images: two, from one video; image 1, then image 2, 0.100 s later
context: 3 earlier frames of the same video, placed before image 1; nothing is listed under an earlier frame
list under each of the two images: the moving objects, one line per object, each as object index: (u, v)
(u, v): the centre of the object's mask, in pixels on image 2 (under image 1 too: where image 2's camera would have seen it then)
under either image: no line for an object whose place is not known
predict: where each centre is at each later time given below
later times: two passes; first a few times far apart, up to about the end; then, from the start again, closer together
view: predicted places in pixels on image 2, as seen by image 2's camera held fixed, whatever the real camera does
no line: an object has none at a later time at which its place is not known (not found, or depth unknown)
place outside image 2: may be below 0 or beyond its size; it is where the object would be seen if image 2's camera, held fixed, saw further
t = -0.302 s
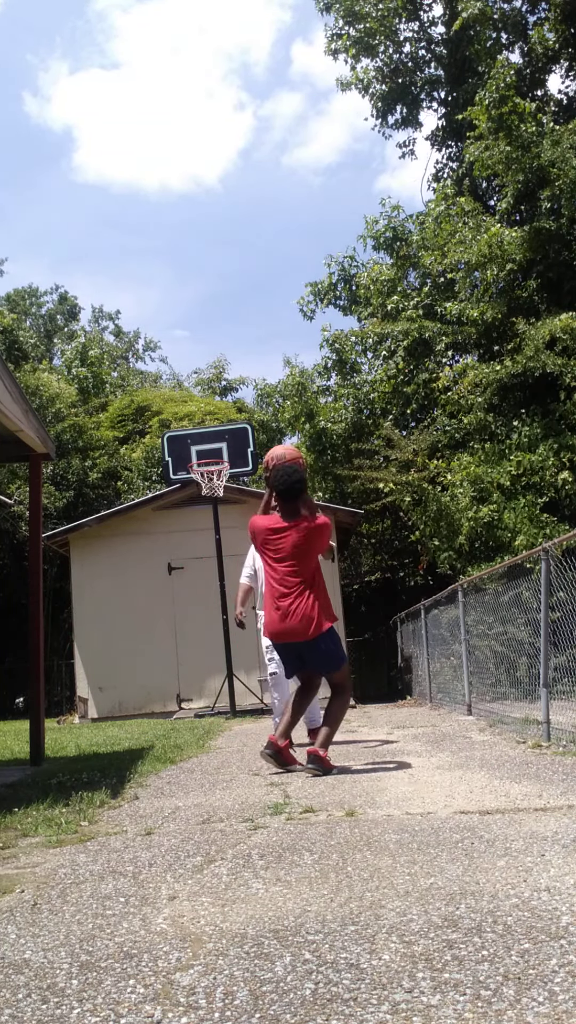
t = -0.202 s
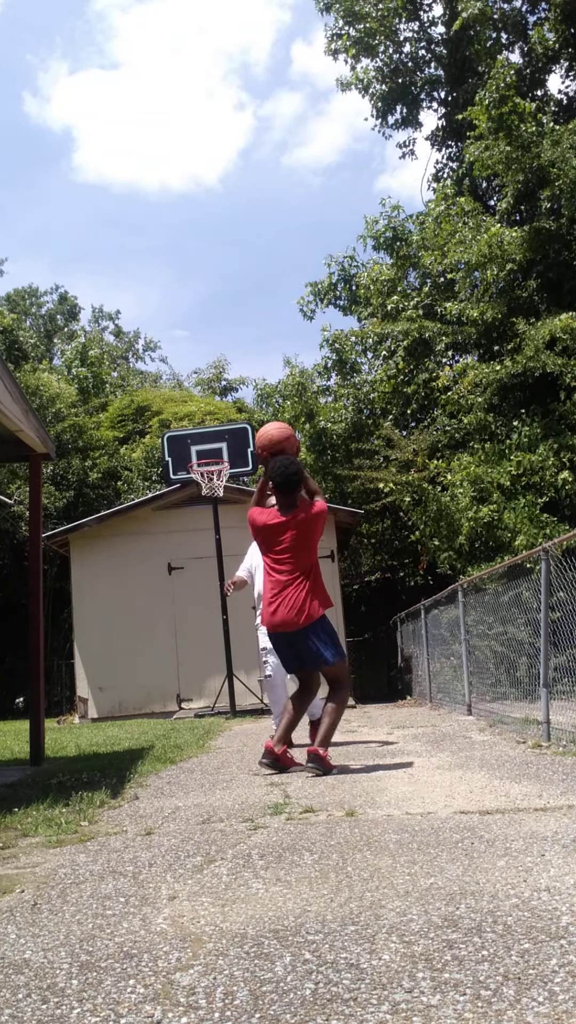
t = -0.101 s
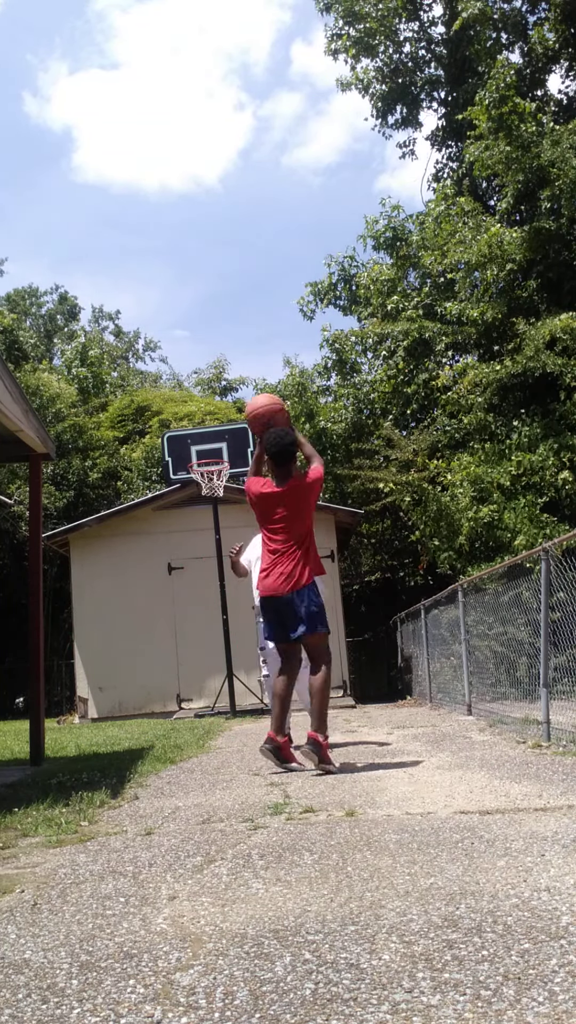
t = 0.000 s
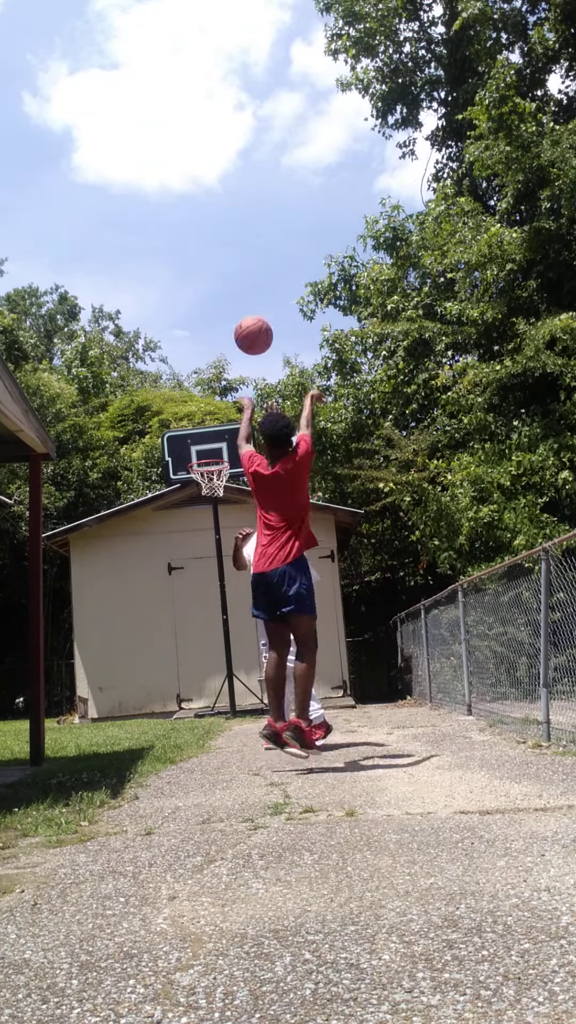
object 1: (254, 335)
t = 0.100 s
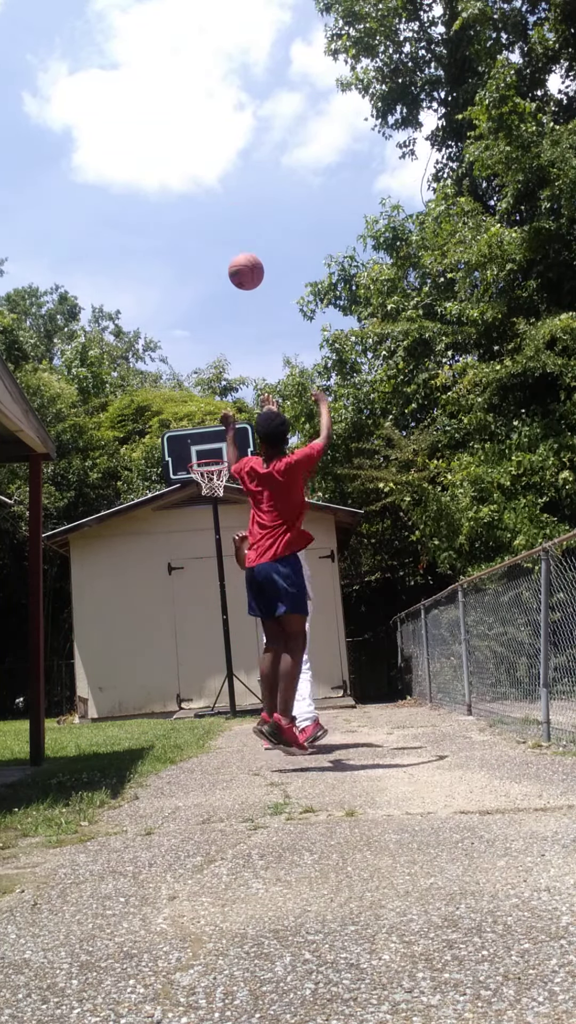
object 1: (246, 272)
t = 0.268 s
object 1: (237, 212)
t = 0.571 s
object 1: (226, 204)
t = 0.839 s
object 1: (222, 270)
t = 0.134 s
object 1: (244, 256)
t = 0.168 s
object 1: (242, 241)
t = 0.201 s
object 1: (240, 230)
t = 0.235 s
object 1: (238, 220)
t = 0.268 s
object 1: (237, 212)
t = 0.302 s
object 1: (235, 206)
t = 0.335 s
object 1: (234, 201)
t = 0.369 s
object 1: (232, 197)
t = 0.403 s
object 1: (231, 195)
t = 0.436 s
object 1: (230, 195)
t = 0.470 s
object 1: (229, 195)
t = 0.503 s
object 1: (228, 197)
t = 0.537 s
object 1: (227, 200)
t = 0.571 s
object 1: (226, 204)
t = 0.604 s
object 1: (225, 209)
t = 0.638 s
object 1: (224, 216)
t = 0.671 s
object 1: (224, 222)
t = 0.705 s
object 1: (223, 230)
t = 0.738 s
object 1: (223, 239)
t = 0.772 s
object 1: (222, 249)
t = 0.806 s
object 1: (222, 259)
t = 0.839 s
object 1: (222, 270)
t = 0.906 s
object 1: (221, 295)
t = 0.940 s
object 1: (221, 308)
